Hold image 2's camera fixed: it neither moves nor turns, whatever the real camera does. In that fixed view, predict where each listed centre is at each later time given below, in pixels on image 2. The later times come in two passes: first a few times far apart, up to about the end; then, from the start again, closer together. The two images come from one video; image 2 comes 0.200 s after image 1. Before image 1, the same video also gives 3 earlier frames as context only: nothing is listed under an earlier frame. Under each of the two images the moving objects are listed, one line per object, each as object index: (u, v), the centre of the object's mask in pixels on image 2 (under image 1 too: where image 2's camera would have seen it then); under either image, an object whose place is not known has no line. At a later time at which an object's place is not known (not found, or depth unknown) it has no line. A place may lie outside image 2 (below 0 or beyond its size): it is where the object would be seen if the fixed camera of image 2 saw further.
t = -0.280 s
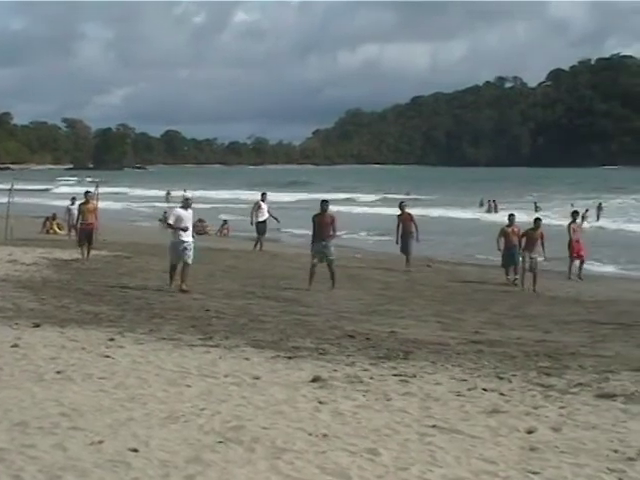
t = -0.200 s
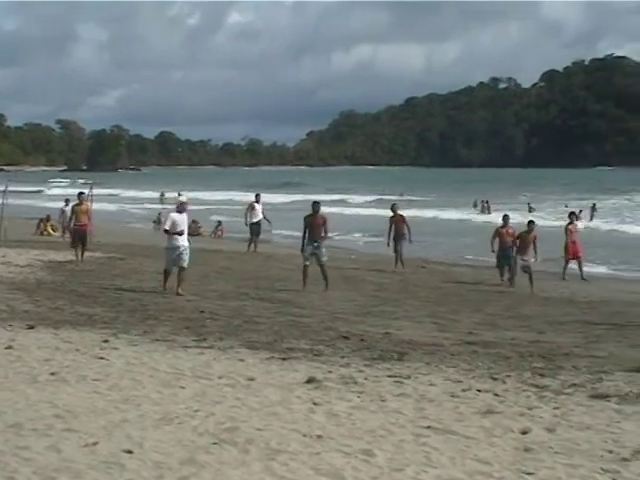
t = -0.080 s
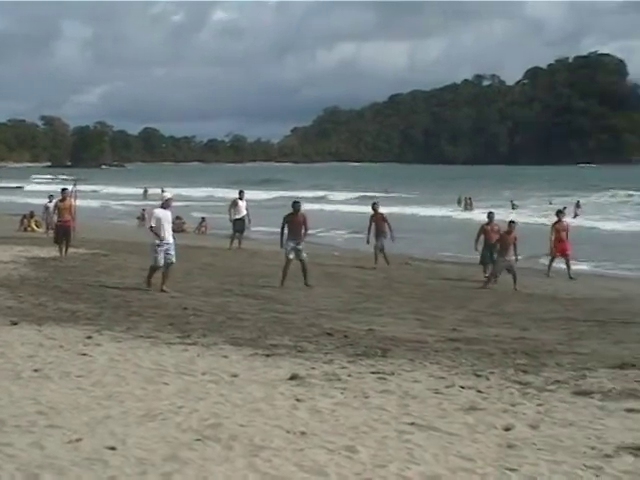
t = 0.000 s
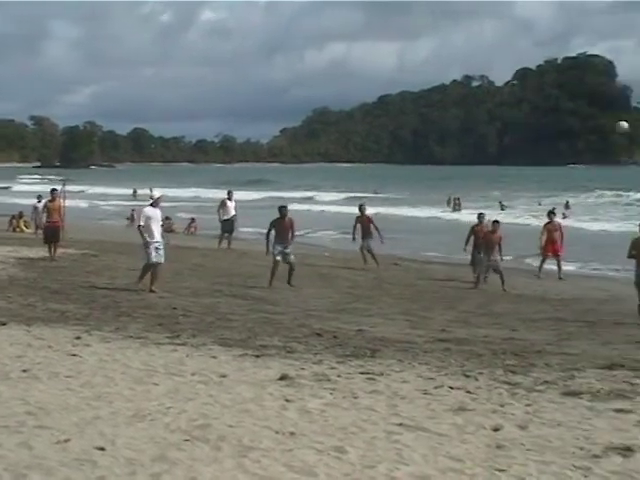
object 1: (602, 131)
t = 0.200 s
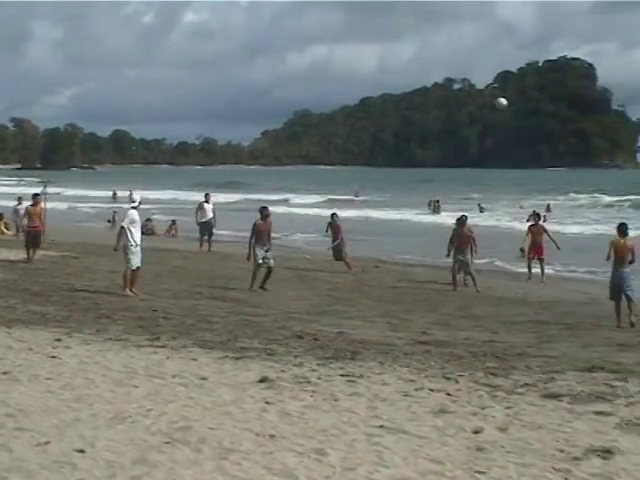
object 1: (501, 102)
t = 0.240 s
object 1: (482, 100)
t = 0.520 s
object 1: (365, 104)
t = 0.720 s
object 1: (293, 128)
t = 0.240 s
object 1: (482, 100)
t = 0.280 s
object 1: (464, 98)
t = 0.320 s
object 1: (447, 98)
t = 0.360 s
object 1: (430, 97)
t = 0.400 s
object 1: (413, 98)
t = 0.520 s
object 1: (365, 104)
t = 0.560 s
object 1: (350, 108)
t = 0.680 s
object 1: (307, 122)
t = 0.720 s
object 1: (293, 128)
